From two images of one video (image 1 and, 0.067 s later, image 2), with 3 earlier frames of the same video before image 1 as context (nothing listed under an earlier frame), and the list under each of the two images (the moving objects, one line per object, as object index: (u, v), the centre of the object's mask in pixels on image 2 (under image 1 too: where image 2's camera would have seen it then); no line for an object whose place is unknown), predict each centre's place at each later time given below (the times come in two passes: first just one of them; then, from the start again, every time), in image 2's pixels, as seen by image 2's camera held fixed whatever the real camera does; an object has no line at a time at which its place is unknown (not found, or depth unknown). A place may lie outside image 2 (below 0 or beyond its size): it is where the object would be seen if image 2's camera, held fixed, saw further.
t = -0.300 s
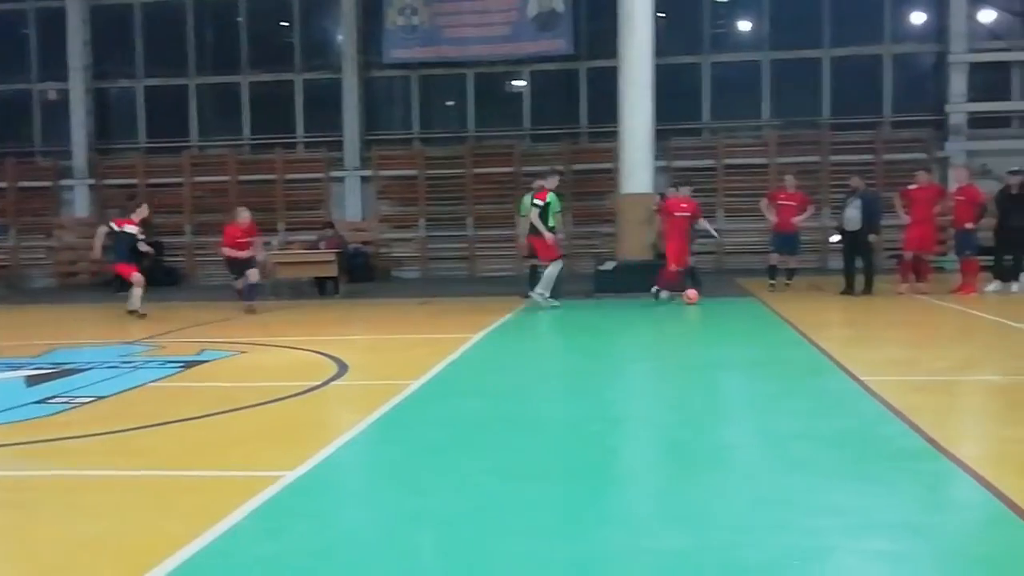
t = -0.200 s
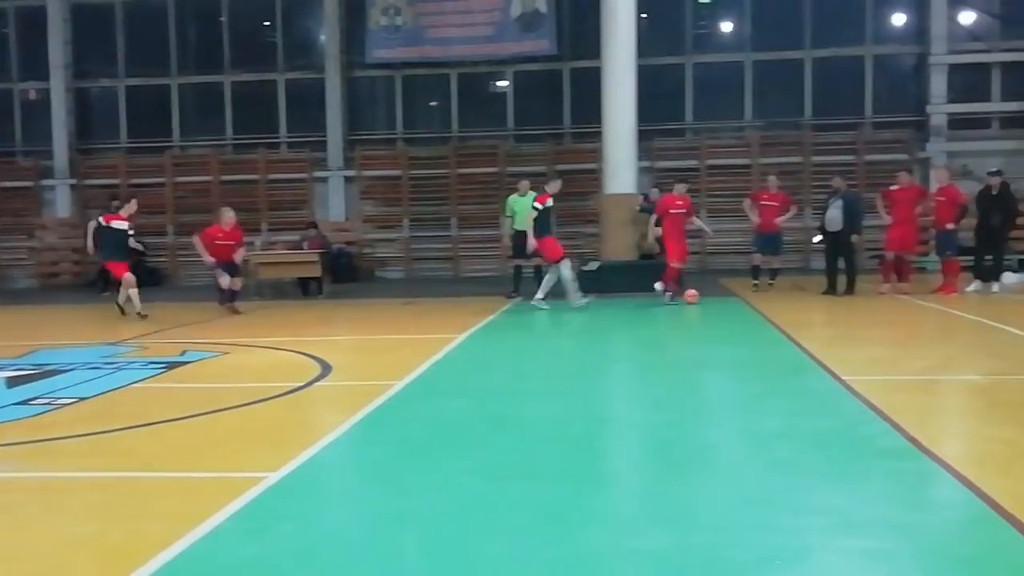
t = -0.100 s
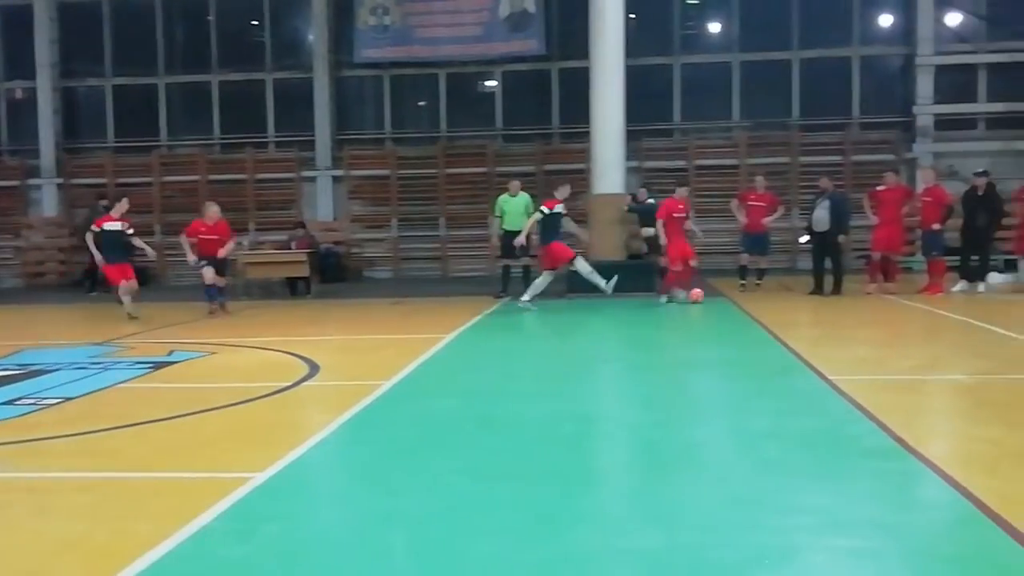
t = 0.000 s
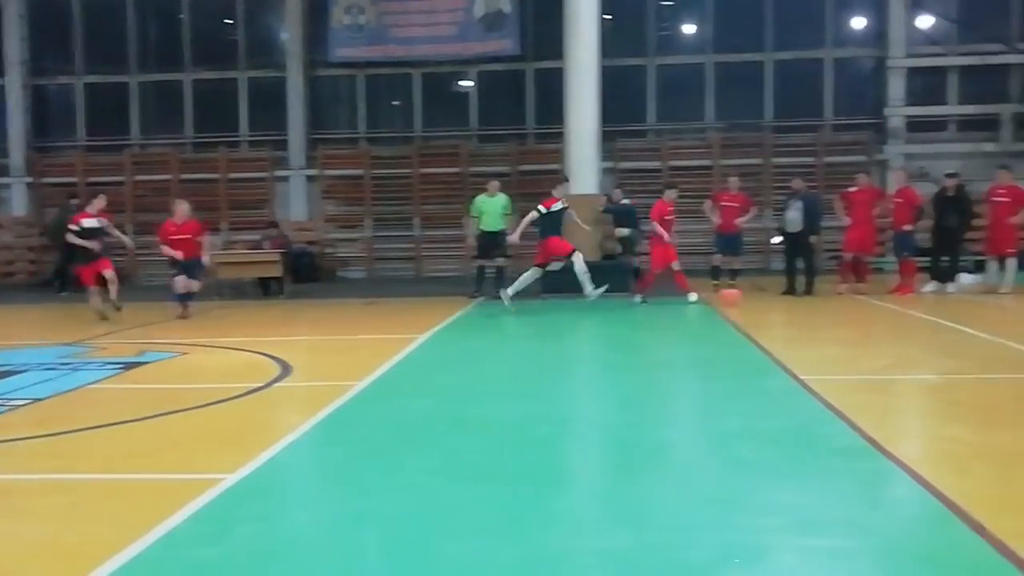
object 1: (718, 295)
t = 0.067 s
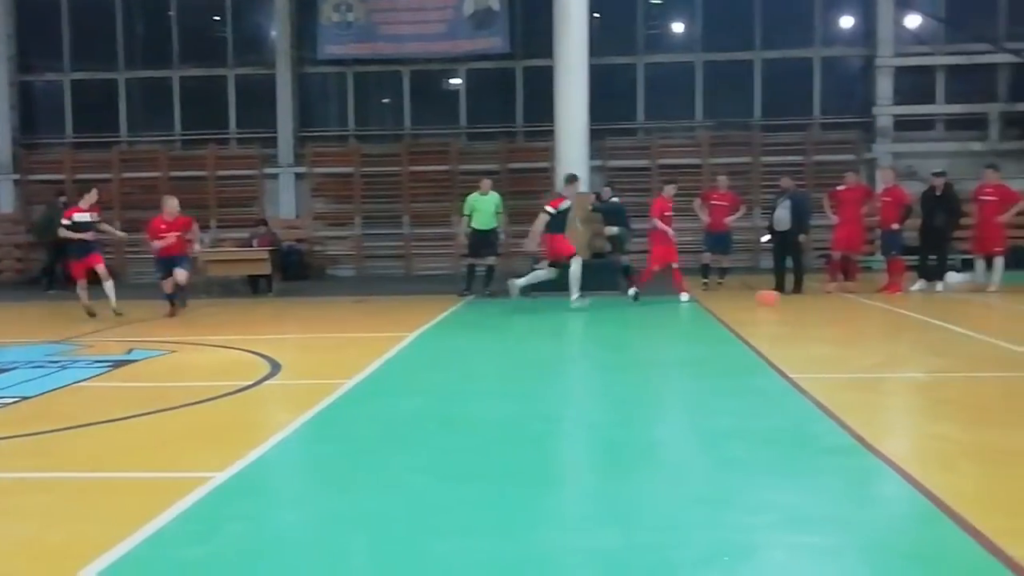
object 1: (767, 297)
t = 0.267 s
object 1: (914, 301)
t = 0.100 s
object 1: (791, 298)
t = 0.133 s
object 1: (815, 299)
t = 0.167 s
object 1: (840, 299)
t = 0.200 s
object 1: (863, 299)
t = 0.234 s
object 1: (889, 300)
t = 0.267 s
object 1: (914, 301)
